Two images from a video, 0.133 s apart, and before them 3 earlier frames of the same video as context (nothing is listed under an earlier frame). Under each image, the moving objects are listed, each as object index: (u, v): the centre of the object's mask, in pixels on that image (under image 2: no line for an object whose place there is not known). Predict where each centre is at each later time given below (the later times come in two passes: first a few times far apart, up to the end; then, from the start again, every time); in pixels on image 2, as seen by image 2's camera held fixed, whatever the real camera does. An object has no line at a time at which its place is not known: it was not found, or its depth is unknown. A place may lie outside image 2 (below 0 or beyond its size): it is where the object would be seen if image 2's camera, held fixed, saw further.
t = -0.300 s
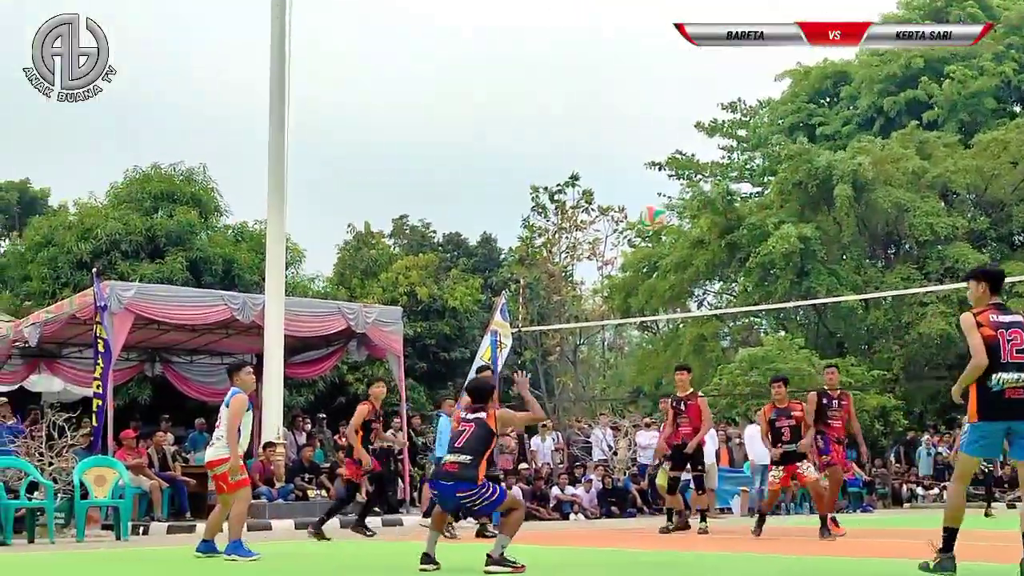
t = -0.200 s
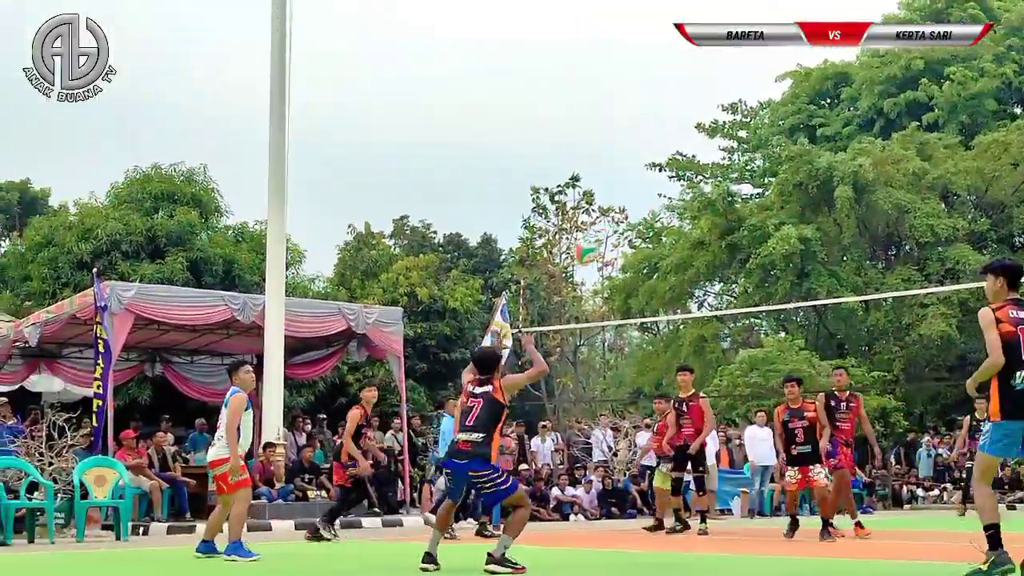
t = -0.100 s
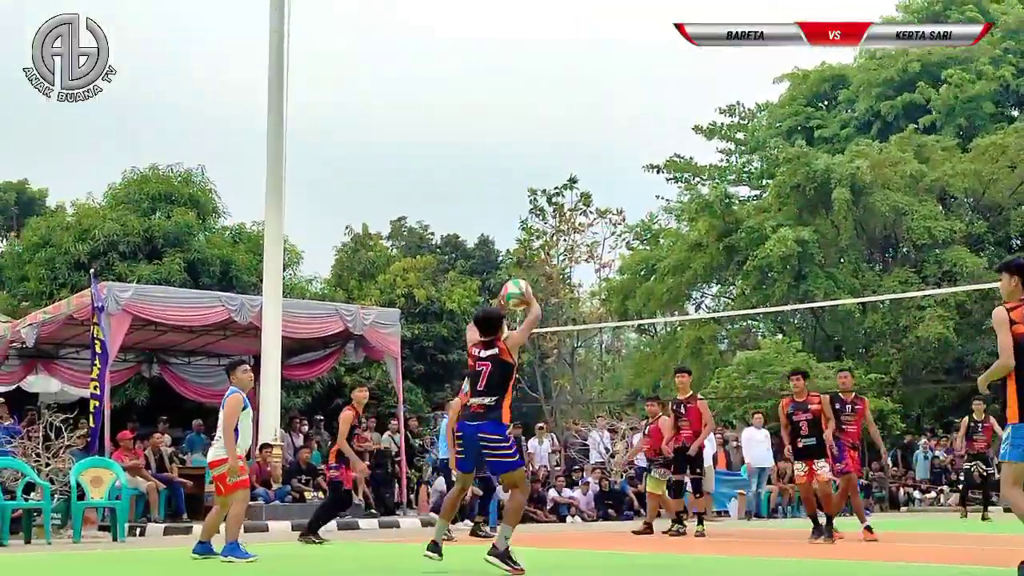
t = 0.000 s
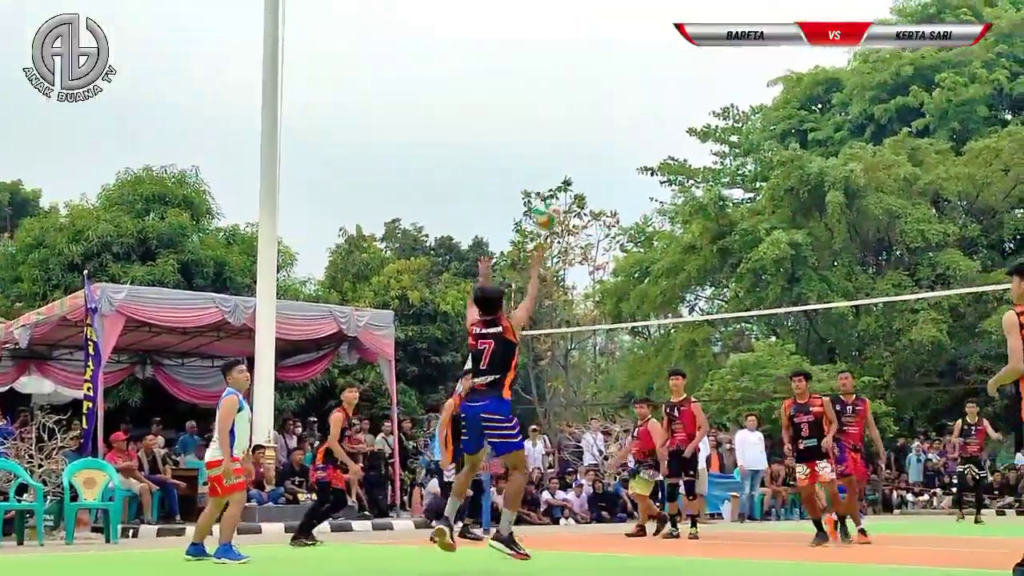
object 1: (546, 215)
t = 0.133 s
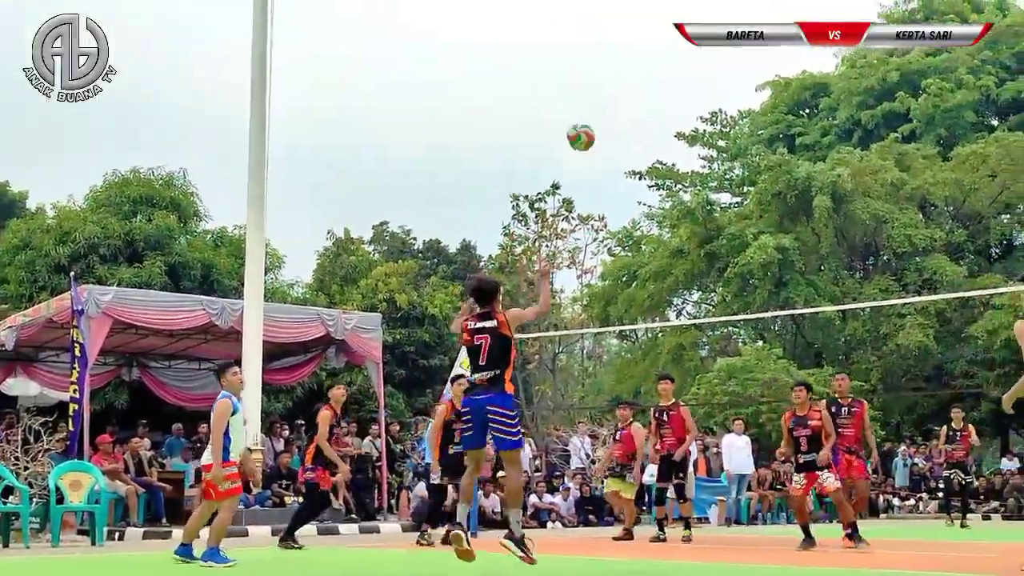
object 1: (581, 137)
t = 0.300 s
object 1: (634, 72)
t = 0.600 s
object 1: (719, 50)
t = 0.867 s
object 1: (787, 116)
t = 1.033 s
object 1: (828, 195)
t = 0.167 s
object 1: (592, 121)
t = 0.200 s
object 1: (603, 106)
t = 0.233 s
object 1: (613, 93)
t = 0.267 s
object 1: (624, 82)
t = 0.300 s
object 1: (634, 72)
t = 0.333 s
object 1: (644, 64)
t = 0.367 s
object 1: (654, 57)
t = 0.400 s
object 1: (663, 52)
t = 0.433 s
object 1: (673, 49)
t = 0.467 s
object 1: (683, 46)
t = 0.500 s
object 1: (692, 45)
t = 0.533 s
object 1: (701, 45)
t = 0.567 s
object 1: (710, 47)
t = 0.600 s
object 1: (719, 50)
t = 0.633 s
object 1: (728, 55)
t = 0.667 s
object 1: (737, 60)
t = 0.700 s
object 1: (745, 66)
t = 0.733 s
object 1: (753, 74)
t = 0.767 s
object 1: (761, 83)
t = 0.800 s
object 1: (769, 90)
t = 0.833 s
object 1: (779, 104)
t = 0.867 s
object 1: (787, 116)
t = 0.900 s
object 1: (795, 130)
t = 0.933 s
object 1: (803, 144)
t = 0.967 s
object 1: (811, 160)
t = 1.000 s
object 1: (818, 176)
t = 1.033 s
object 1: (828, 195)
